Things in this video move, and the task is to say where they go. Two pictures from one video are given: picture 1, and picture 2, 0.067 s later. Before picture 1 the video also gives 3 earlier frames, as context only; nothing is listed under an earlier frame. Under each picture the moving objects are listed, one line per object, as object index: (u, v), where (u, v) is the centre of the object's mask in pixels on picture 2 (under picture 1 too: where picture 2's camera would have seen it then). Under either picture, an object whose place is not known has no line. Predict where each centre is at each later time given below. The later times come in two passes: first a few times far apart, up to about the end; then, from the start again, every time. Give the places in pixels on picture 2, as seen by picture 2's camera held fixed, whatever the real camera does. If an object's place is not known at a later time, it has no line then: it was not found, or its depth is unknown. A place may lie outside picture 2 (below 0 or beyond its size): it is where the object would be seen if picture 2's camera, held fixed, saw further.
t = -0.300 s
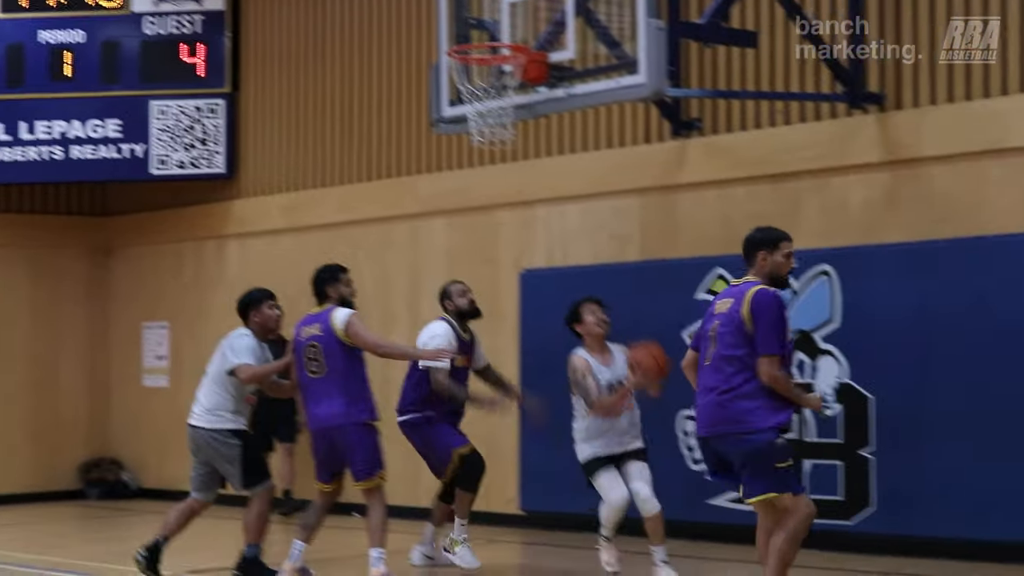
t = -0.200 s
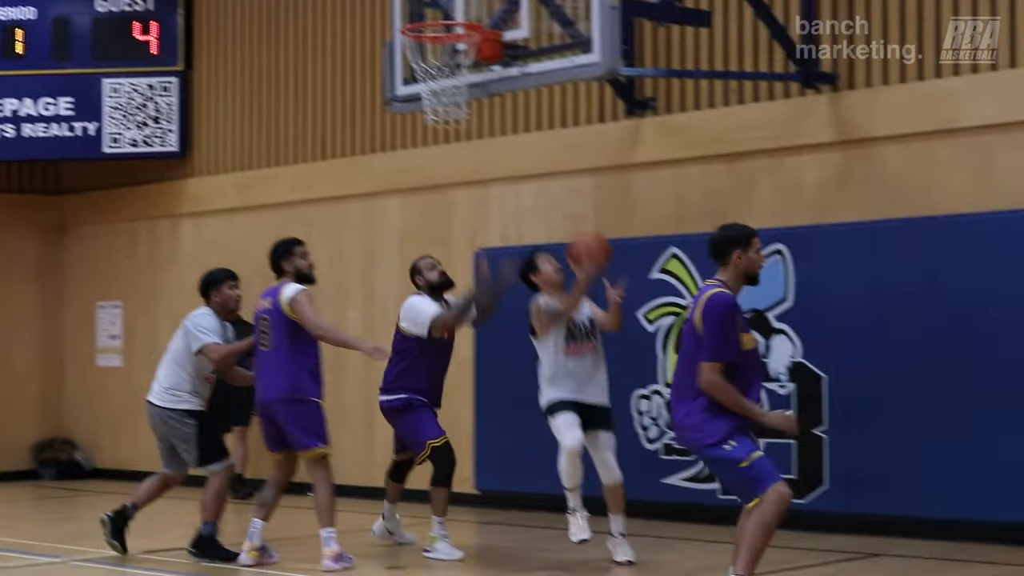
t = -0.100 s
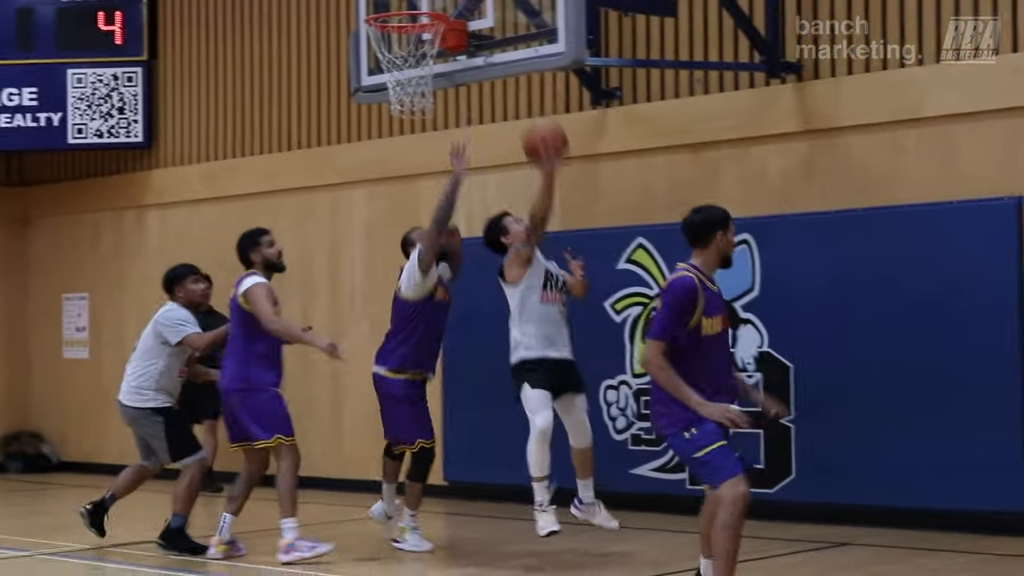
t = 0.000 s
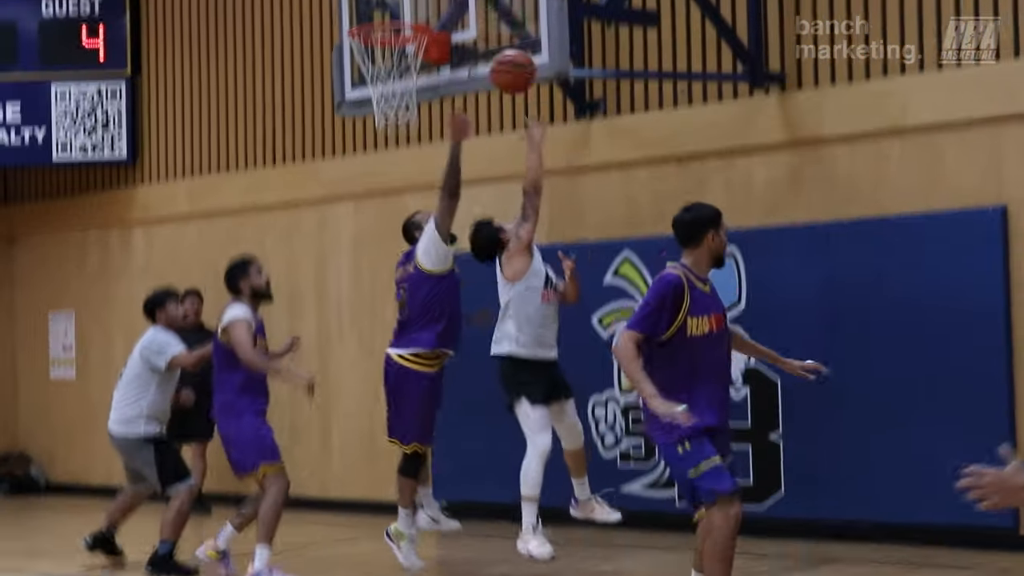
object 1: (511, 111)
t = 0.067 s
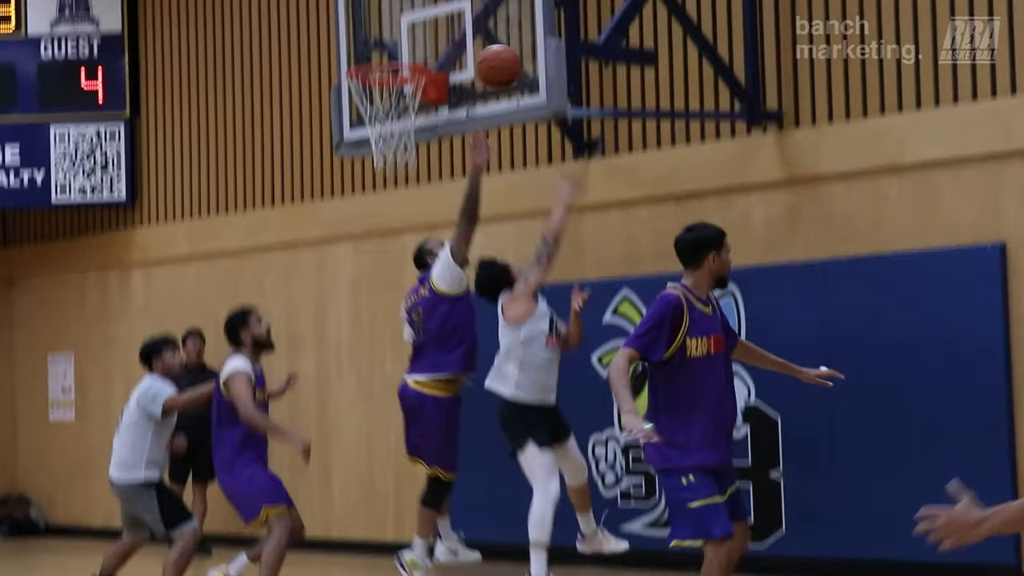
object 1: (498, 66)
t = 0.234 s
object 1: (470, -7)
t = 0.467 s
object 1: (424, -13)
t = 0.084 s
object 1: (494, 56)
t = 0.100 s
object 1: (492, 47)
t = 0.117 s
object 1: (489, 38)
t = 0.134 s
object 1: (486, 31)
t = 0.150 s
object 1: (483, 22)
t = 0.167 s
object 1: (480, 15)
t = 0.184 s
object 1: (478, 9)
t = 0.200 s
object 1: (475, 3)
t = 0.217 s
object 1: (473, -2)
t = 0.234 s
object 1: (470, -7)
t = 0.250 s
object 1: (467, -13)
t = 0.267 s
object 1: (464, -17)
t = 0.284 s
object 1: (462, -20)
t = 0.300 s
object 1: (460, -23)
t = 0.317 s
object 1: (456, -25)
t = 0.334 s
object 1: (454, -27)
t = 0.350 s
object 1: (451, -29)
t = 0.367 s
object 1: (448, -28)
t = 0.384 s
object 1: (445, -27)
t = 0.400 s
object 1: (440, -25)
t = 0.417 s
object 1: (436, -22)
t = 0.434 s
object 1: (433, -19)
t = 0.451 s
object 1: (427, -16)
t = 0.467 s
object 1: (424, -13)
